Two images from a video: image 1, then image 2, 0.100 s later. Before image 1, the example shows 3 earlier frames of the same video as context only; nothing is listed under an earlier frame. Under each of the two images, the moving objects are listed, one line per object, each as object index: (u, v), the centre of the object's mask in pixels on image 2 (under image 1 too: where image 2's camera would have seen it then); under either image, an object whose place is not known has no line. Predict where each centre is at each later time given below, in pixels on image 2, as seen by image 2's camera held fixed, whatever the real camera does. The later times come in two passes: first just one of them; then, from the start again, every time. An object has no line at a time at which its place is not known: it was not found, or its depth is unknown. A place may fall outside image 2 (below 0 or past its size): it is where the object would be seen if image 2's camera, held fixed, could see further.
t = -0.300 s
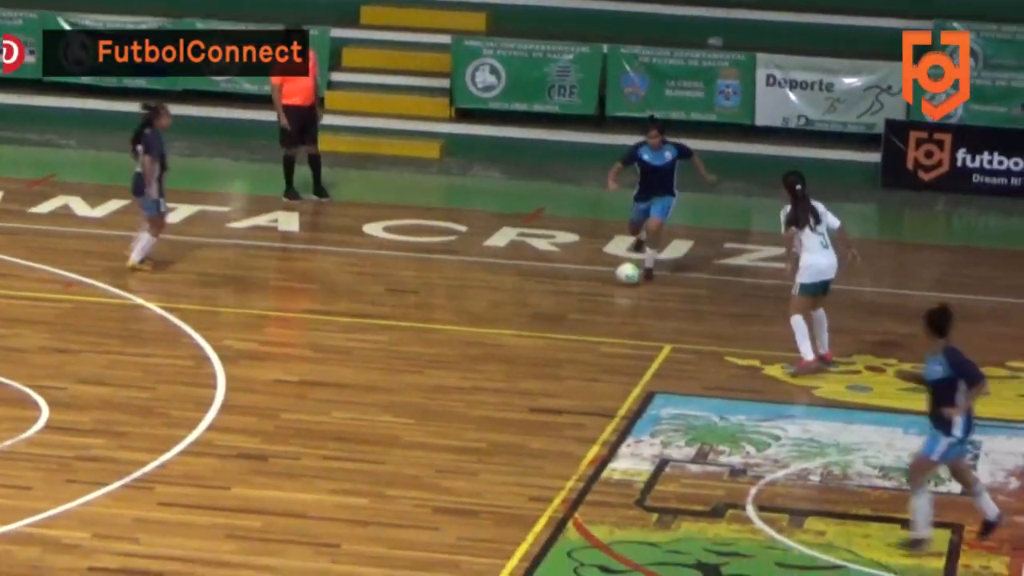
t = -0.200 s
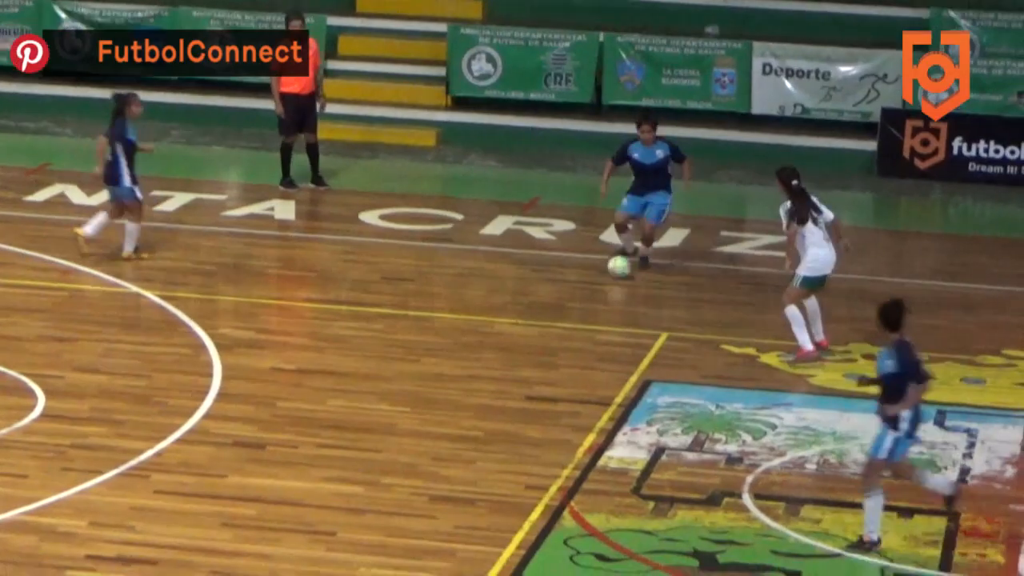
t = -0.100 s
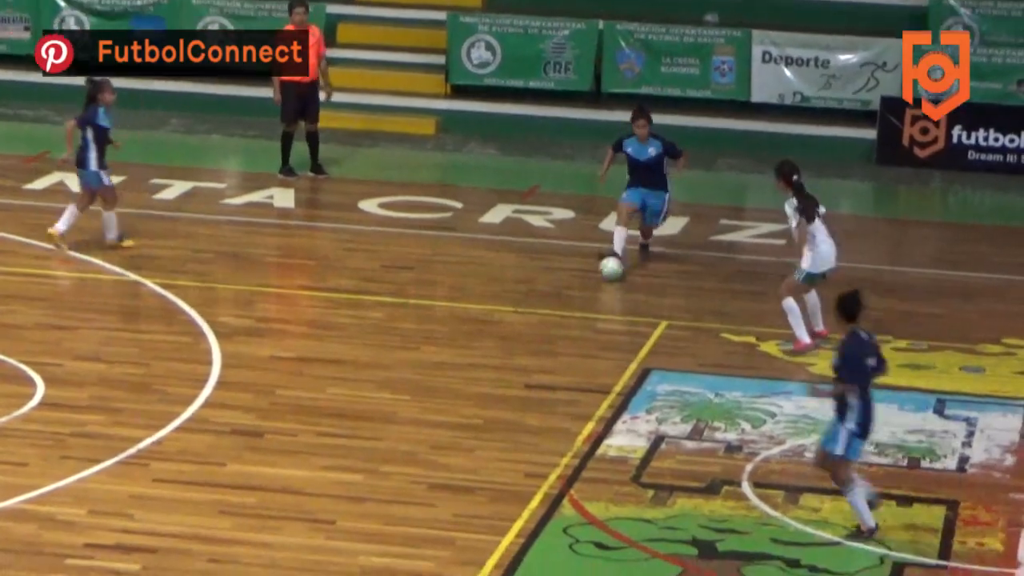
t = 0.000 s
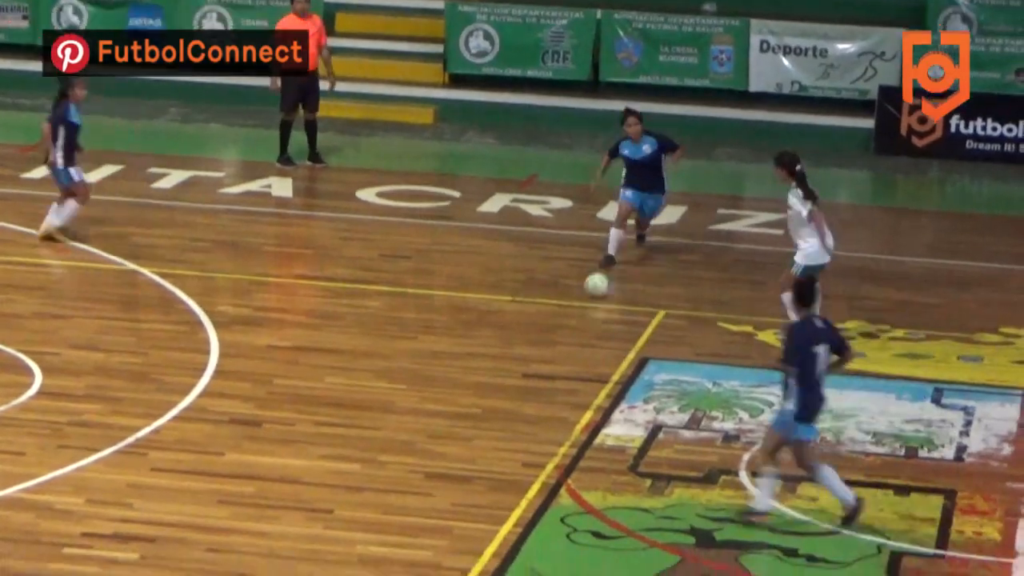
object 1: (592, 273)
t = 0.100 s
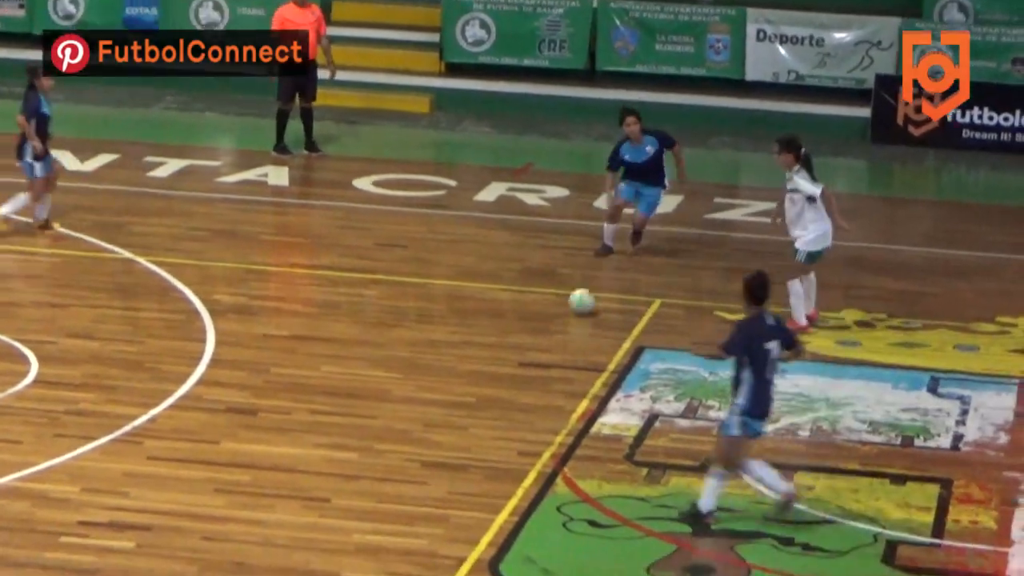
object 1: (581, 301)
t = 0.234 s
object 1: (566, 339)
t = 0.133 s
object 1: (578, 310)
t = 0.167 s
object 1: (574, 319)
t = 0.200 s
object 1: (570, 328)
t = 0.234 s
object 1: (566, 339)
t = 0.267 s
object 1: (562, 348)
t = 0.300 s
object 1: (558, 358)
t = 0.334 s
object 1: (554, 368)
